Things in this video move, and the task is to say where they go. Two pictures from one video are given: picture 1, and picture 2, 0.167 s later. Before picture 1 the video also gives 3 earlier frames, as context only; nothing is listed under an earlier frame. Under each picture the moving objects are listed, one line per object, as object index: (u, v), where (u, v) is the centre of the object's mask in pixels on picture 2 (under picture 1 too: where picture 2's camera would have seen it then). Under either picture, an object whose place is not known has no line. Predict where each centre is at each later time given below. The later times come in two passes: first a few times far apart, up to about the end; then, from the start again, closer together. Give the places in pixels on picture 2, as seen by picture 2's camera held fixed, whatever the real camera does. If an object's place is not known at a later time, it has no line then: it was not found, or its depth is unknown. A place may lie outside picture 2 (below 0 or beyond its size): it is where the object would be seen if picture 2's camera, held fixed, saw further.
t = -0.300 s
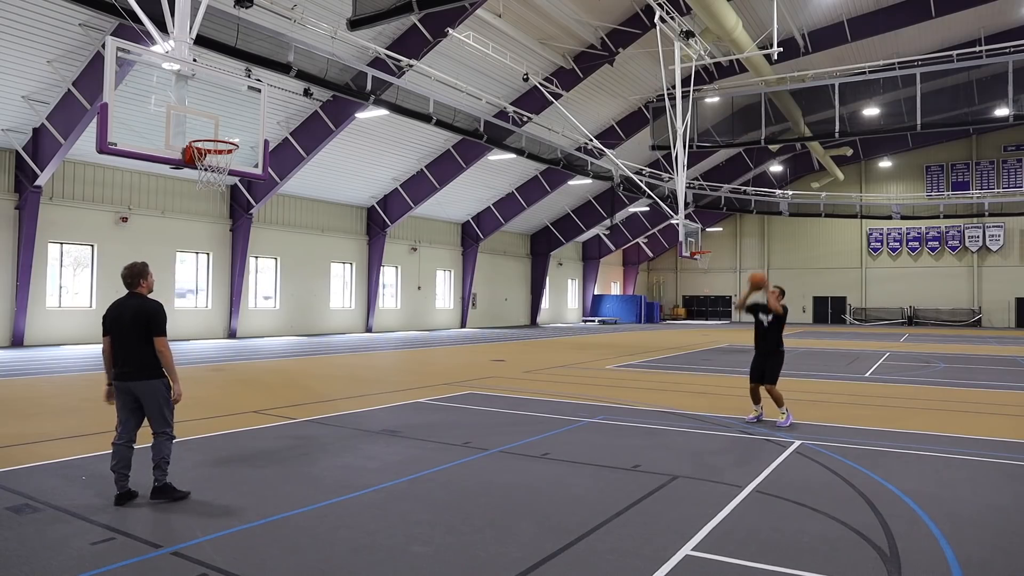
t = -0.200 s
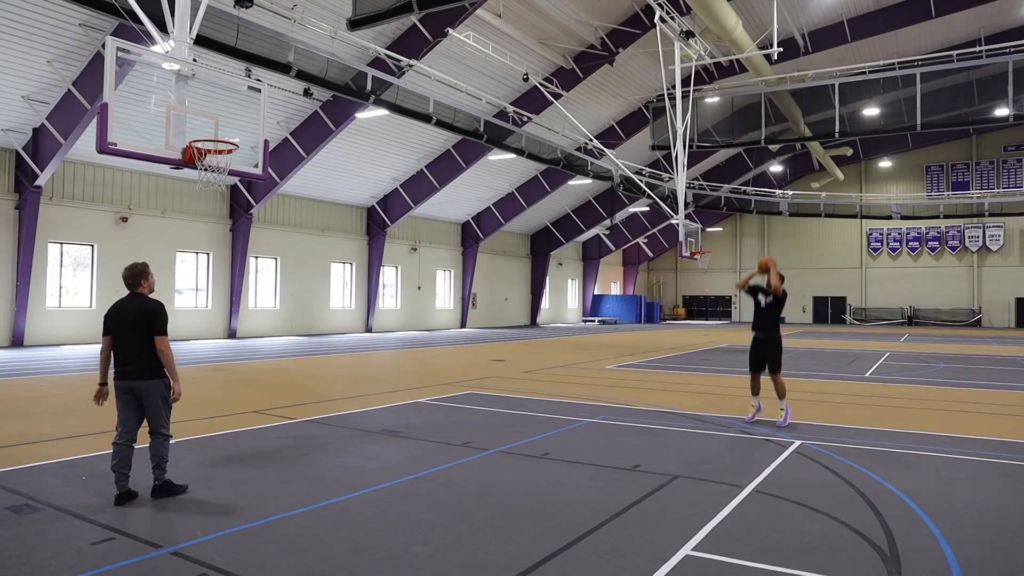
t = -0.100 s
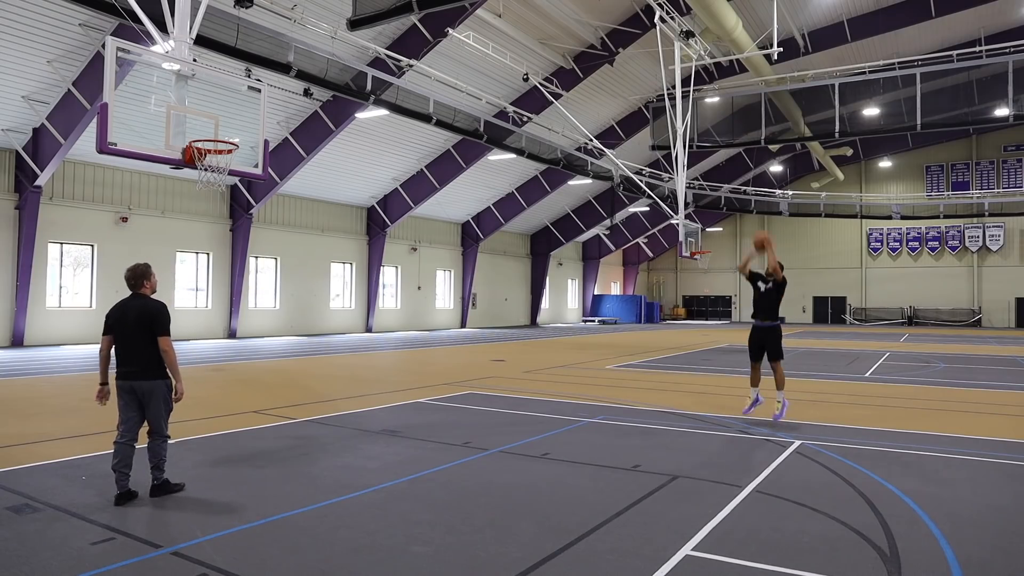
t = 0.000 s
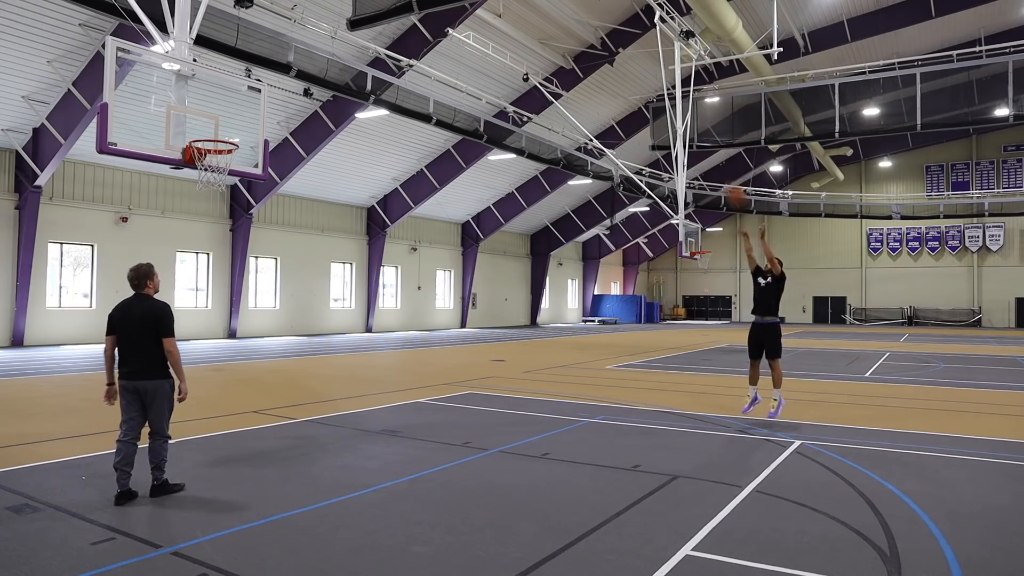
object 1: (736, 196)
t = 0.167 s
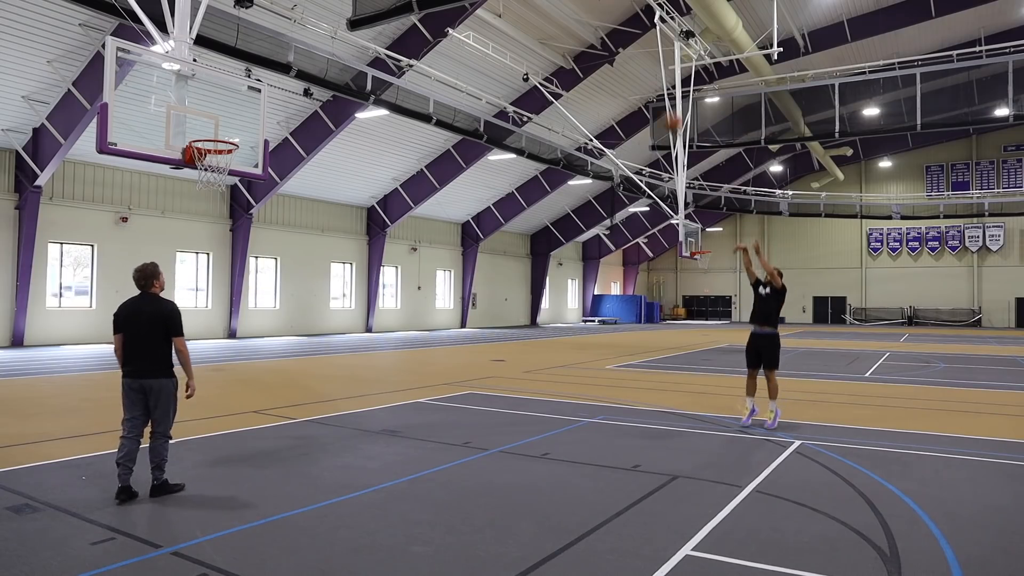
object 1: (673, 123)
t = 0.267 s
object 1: (634, 88)
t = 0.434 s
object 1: (568, 46)
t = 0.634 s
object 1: (481, 24)
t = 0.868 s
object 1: (374, 39)
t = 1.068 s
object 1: (272, 95)
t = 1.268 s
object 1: (186, 167)
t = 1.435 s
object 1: (171, 192)
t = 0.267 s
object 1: (634, 88)
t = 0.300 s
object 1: (621, 78)
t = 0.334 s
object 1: (608, 69)
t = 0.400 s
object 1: (581, 53)
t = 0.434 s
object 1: (568, 46)
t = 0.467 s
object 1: (553, 40)
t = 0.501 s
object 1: (539, 35)
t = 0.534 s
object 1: (525, 31)
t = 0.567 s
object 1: (510, 28)
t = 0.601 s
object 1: (496, 26)
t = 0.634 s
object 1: (481, 24)
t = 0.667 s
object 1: (465, 22)
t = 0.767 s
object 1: (423, 26)
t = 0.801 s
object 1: (405, 30)
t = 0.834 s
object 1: (388, 34)
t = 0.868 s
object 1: (374, 39)
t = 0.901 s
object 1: (357, 47)
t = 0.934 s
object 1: (340, 54)
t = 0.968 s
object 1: (323, 63)
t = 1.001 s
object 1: (307, 71)
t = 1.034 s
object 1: (291, 82)
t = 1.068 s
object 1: (272, 95)
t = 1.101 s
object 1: (254, 108)
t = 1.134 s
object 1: (238, 123)
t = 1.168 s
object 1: (218, 134)
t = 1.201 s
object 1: (196, 156)
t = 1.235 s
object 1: (191, 164)
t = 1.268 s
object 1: (186, 167)
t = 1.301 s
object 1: (183, 170)
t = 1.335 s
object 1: (180, 174)
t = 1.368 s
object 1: (177, 180)
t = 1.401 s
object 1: (173, 186)
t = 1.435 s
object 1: (171, 192)
